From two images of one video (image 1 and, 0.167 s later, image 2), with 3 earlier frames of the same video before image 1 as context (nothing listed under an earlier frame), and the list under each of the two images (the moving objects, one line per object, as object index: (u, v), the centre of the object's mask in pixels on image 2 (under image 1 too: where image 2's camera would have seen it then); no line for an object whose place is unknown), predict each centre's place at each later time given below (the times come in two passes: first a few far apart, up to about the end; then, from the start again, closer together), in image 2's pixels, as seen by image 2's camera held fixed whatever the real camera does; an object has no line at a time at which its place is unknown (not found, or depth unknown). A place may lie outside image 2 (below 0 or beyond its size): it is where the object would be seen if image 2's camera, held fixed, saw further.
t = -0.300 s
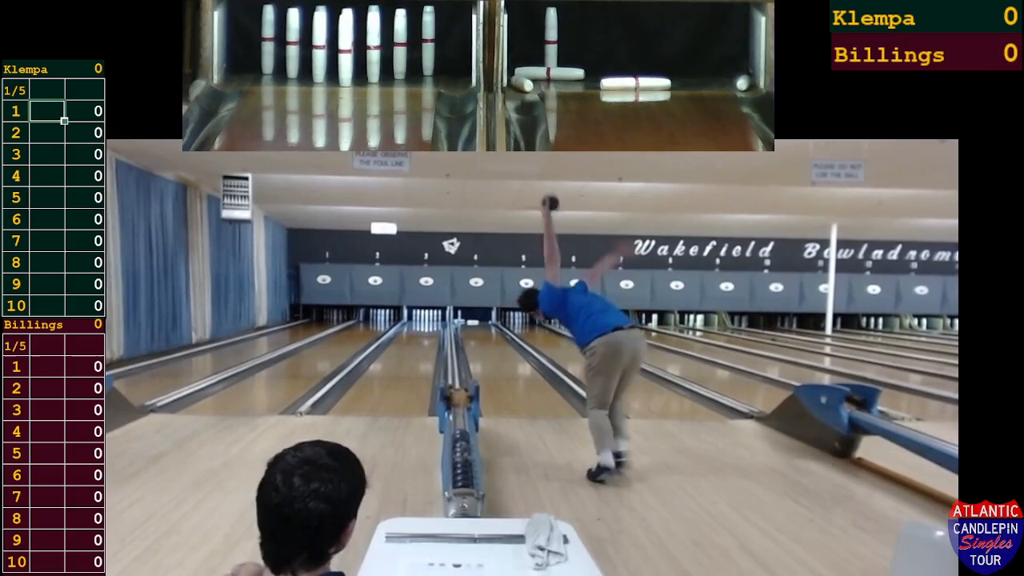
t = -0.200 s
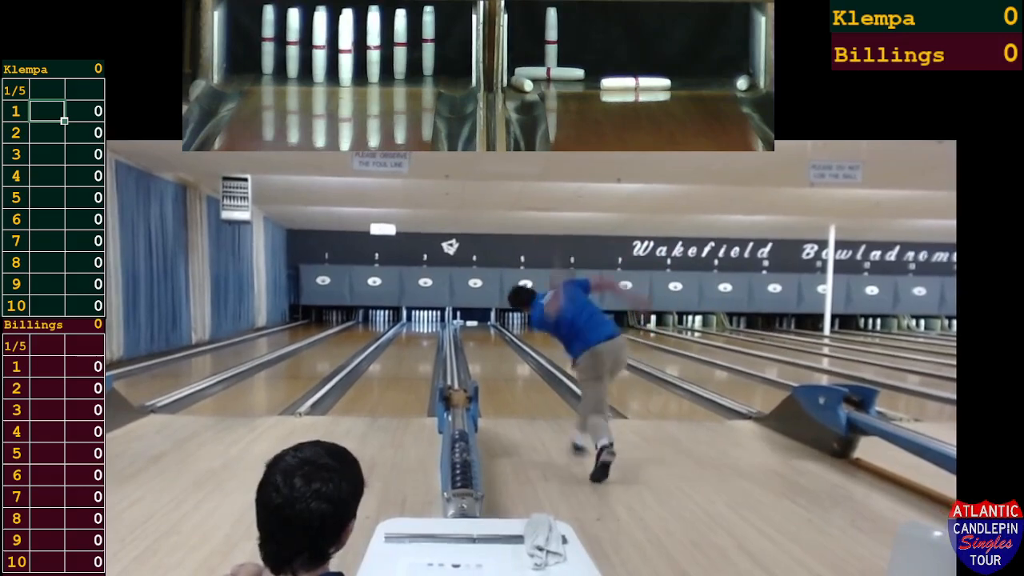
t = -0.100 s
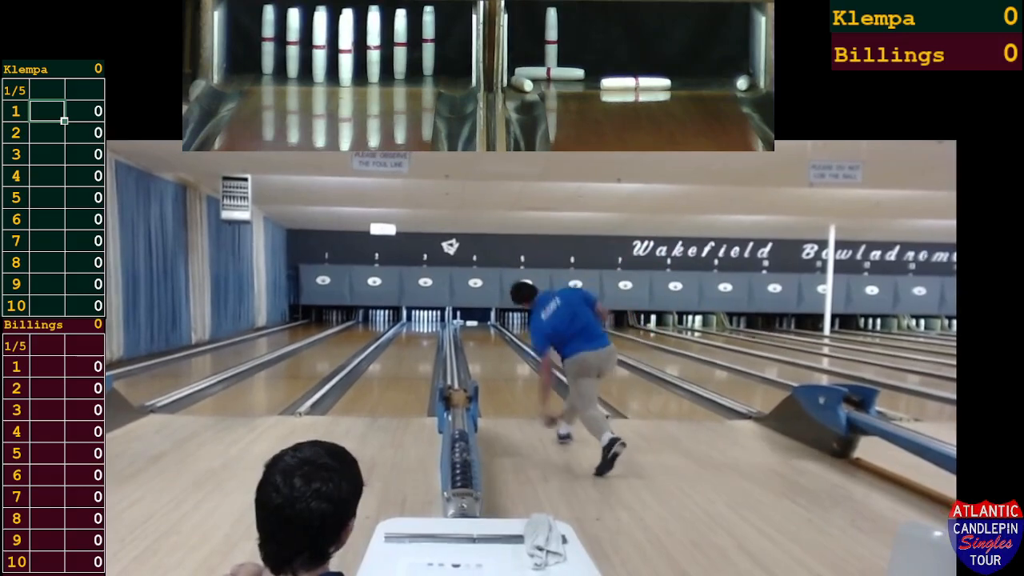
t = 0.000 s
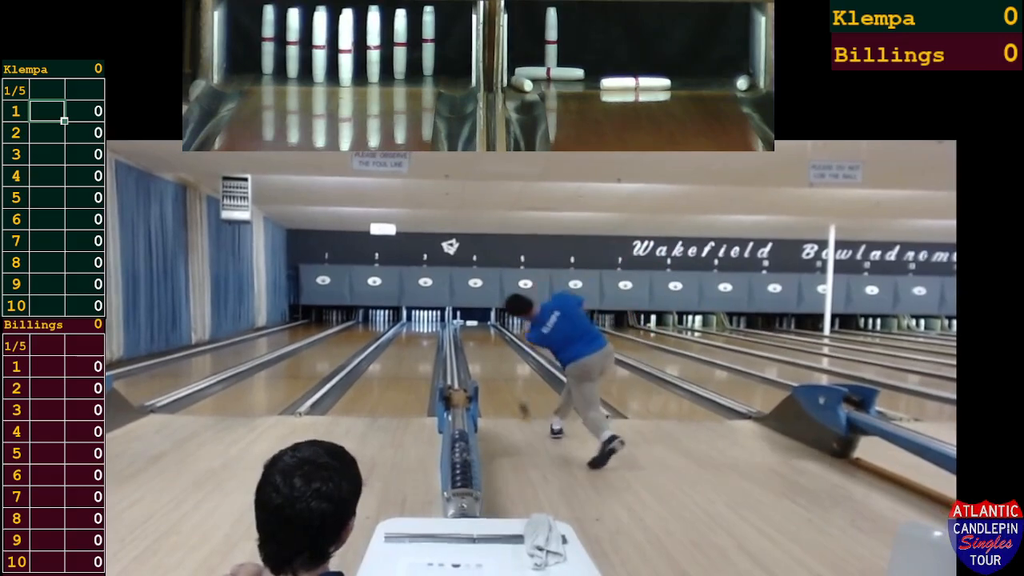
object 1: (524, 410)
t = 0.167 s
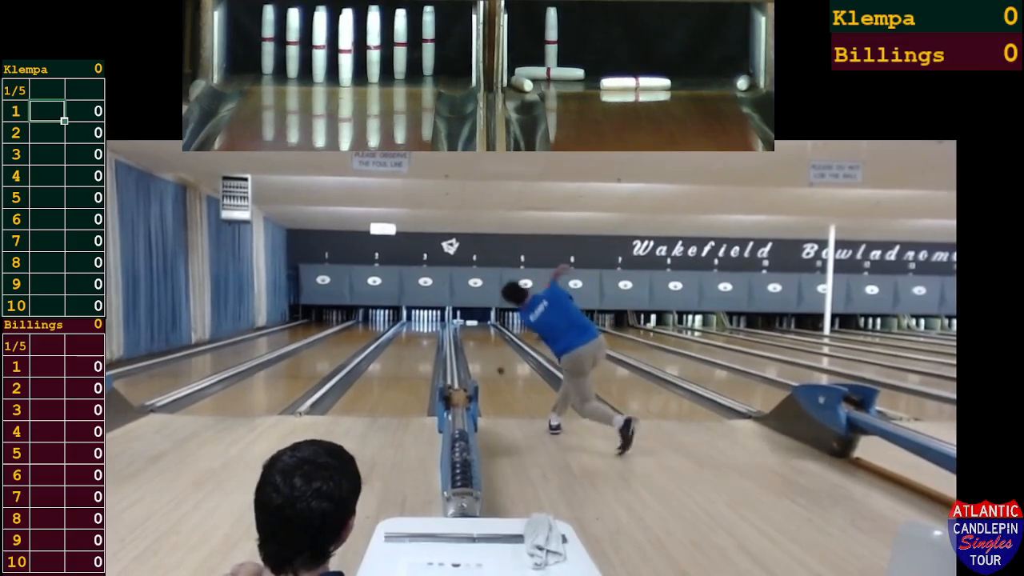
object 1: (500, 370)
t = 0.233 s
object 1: (495, 364)
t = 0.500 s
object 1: (480, 343)
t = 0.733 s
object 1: (474, 333)
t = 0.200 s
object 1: (500, 365)
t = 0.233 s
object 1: (495, 364)
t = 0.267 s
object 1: (493, 361)
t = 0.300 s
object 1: (490, 358)
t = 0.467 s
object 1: (481, 345)
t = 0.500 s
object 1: (480, 343)
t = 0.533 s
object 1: (478, 341)
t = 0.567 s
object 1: (477, 340)
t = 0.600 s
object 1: (477, 338)
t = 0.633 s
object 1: (476, 336)
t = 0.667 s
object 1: (475, 334)
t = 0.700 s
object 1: (475, 333)
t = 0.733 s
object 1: (474, 333)
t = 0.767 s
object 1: (474, 333)
